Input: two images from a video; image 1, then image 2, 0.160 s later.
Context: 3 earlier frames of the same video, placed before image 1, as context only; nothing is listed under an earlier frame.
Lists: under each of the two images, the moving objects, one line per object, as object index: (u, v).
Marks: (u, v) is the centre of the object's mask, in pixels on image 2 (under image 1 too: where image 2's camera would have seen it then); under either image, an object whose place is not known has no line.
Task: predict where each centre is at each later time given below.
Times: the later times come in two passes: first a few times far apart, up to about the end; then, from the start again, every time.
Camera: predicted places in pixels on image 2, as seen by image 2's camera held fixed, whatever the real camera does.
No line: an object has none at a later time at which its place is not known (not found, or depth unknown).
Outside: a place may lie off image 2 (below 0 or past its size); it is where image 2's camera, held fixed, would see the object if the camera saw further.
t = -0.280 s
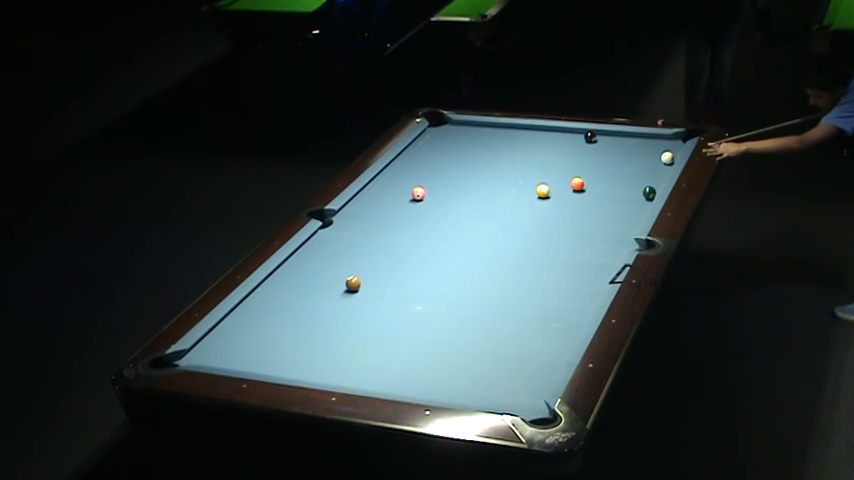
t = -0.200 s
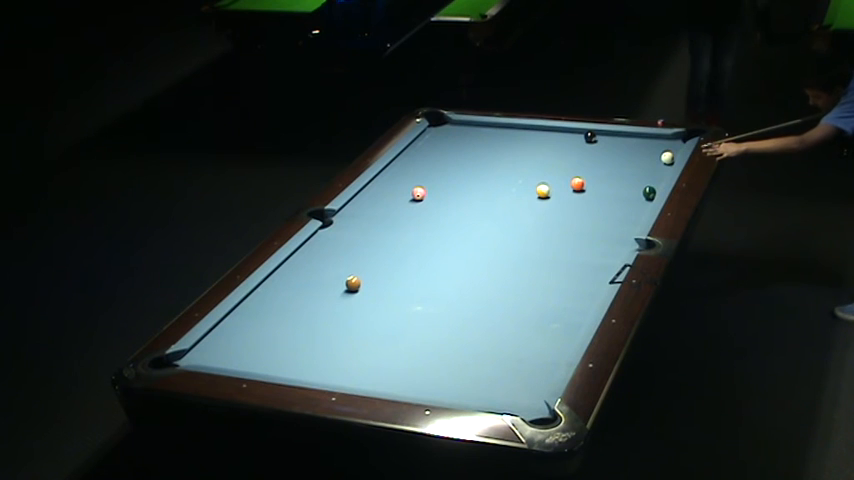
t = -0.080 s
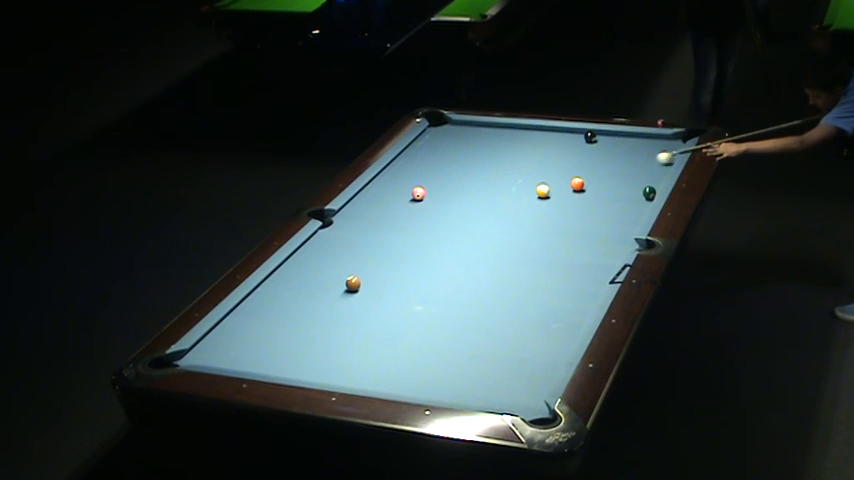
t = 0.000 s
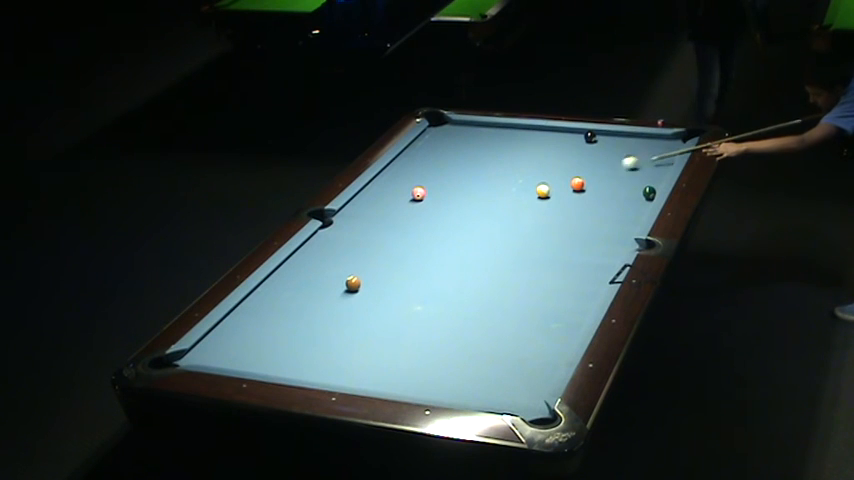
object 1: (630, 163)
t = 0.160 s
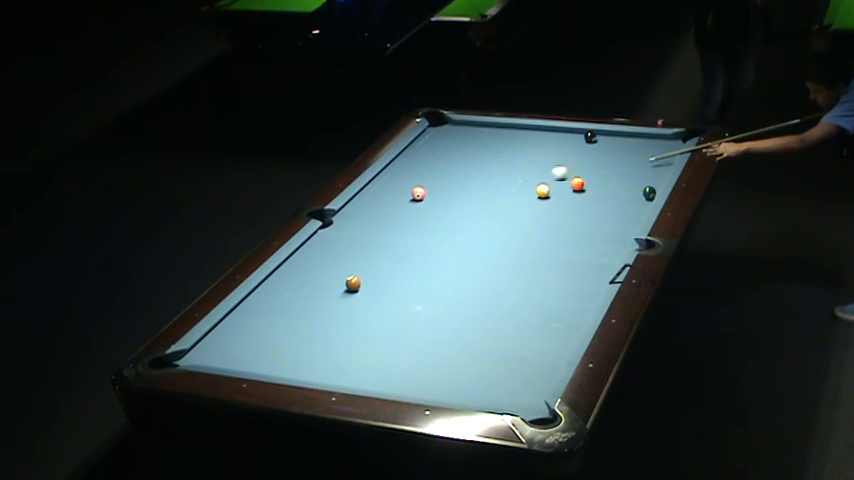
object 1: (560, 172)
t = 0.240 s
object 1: (524, 177)
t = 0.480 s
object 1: (428, 189)
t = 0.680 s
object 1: (404, 186)
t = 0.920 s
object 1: (373, 183)
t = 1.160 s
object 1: (393, 184)
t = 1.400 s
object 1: (411, 186)
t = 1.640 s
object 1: (428, 187)
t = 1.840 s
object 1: (442, 188)
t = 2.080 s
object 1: (458, 189)
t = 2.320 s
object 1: (473, 190)
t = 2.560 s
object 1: (487, 191)
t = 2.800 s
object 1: (500, 193)
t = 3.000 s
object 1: (510, 193)
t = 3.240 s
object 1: (521, 194)
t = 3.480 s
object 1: (531, 195)
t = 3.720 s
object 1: (541, 196)
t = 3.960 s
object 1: (550, 197)
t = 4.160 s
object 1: (556, 197)
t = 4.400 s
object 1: (563, 197)
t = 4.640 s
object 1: (569, 199)
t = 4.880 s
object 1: (574, 199)
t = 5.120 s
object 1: (578, 199)
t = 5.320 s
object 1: (581, 199)
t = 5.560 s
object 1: (583, 199)
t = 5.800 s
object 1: (585, 199)
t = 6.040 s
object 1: (585, 199)
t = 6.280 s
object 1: (585, 199)
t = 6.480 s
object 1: (585, 199)
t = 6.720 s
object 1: (585, 199)
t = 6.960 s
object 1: (585, 199)
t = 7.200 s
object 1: (585, 199)
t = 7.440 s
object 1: (585, 199)
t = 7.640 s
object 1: (585, 199)
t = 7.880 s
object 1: (585, 199)
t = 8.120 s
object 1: (585, 199)
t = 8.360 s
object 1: (585, 199)
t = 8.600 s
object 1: (585, 199)
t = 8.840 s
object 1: (585, 199)
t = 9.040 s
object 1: (585, 199)
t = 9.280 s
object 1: (585, 200)
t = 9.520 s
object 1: (585, 200)
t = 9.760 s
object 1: (585, 200)
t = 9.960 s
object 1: (588, 199)
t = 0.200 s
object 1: (542, 175)
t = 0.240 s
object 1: (524, 177)
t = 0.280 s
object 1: (507, 180)
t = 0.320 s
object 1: (489, 182)
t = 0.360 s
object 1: (471, 184)
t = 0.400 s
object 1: (453, 187)
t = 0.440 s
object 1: (435, 189)
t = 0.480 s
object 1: (428, 189)
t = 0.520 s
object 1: (424, 188)
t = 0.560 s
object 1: (420, 187)
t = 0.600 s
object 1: (415, 187)
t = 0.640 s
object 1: (409, 186)
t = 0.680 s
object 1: (404, 186)
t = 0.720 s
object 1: (398, 185)
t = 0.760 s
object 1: (393, 185)
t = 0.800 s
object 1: (387, 184)
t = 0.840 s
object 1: (382, 184)
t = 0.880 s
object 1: (375, 183)
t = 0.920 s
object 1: (373, 183)
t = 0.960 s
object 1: (377, 183)
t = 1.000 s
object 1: (380, 183)
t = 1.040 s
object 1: (383, 184)
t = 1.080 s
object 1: (386, 184)
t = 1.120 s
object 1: (389, 184)
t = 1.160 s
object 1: (393, 184)
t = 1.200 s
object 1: (396, 184)
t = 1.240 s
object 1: (399, 185)
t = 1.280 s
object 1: (402, 185)
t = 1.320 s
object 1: (405, 185)
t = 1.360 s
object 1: (408, 185)
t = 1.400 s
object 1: (411, 186)
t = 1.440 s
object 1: (413, 186)
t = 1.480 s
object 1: (416, 186)
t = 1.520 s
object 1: (420, 186)
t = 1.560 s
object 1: (422, 187)
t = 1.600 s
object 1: (425, 187)
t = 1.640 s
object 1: (428, 187)
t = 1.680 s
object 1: (431, 187)
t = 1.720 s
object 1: (434, 187)
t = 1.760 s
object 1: (437, 188)
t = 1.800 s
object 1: (439, 188)
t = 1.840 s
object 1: (442, 188)
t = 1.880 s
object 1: (445, 188)
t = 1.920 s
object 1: (447, 188)
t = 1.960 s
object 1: (450, 188)
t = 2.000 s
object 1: (453, 189)
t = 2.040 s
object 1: (455, 189)
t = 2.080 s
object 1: (458, 189)
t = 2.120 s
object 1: (460, 189)
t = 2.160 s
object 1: (463, 189)
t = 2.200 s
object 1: (465, 190)
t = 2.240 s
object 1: (468, 190)
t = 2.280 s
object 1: (470, 190)
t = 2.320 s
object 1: (473, 190)
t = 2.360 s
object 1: (475, 191)
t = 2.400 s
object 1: (478, 191)
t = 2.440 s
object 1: (480, 191)
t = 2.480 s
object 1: (482, 191)
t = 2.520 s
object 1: (484, 191)
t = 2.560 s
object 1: (487, 191)
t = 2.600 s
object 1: (489, 191)
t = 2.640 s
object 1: (491, 192)
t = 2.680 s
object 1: (493, 192)
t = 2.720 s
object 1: (495, 192)
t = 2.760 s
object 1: (498, 192)
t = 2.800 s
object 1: (500, 193)
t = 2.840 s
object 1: (502, 193)
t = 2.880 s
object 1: (504, 193)
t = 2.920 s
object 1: (506, 193)
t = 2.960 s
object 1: (508, 193)
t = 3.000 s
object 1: (510, 193)
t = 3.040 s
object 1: (512, 193)
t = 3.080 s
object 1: (513, 193)
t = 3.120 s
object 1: (515, 194)
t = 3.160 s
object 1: (517, 194)
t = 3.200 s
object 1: (519, 194)
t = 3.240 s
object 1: (521, 194)
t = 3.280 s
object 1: (523, 194)
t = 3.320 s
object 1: (524, 195)
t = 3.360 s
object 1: (526, 195)
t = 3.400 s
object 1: (528, 195)
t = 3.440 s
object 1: (529, 195)
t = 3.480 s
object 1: (531, 195)
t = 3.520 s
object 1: (533, 195)
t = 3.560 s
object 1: (534, 195)
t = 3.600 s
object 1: (536, 196)
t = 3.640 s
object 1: (538, 196)
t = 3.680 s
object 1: (539, 196)
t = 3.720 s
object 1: (541, 196)
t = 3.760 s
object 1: (543, 196)
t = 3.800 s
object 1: (544, 196)
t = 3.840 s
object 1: (546, 197)
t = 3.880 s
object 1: (547, 196)
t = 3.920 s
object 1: (549, 197)
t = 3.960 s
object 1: (550, 197)
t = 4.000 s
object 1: (551, 197)
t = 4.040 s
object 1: (552, 196)
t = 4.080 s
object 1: (554, 197)
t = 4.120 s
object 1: (555, 197)
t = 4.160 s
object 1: (556, 197)
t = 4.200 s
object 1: (557, 197)
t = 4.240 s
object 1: (558, 197)
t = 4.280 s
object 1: (560, 197)
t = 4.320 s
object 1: (561, 197)
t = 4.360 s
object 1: (562, 198)
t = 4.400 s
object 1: (563, 197)
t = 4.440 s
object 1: (564, 198)
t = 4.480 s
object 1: (565, 198)
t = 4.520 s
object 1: (566, 198)
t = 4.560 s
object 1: (567, 198)
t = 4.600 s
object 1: (568, 198)
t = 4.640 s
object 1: (569, 199)
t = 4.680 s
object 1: (570, 199)
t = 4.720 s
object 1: (571, 199)
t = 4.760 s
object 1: (571, 199)
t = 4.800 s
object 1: (572, 199)
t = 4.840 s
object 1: (573, 199)
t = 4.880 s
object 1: (574, 199)
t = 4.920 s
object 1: (574, 199)
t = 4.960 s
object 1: (575, 199)
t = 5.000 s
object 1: (576, 199)
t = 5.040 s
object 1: (577, 199)
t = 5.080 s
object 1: (577, 199)
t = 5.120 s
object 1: (578, 199)
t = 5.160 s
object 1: (579, 199)
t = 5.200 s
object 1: (579, 199)
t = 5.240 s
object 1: (580, 199)
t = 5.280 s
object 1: (580, 199)
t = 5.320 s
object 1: (581, 199)
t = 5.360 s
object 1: (581, 199)
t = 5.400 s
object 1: (582, 199)
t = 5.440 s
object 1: (582, 199)
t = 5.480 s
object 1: (582, 200)
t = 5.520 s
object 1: (583, 199)
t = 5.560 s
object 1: (583, 199)
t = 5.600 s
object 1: (583, 199)
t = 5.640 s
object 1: (584, 199)
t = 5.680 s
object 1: (584, 199)
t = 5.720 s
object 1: (584, 199)
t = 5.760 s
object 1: (584, 199)
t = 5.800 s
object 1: (585, 199)
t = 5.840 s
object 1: (585, 199)
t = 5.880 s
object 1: (585, 199)
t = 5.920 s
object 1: (585, 199)
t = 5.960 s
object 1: (585, 199)
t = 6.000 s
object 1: (585, 199)
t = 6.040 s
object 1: (585, 199)
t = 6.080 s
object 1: (585, 199)
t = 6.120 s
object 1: (585, 199)
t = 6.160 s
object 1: (585, 199)
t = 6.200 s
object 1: (585, 199)
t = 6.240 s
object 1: (585, 199)
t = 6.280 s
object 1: (585, 199)
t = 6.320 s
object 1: (585, 199)
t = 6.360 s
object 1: (585, 199)
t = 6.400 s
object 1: (585, 199)
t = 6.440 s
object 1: (585, 199)
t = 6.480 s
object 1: (585, 199)
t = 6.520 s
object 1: (585, 199)
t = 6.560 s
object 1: (585, 199)
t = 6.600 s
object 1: (585, 199)
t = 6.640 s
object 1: (585, 199)
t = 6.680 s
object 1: (585, 199)
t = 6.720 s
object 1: (585, 199)
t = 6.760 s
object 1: (585, 199)
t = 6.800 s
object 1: (585, 199)
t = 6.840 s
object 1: (585, 199)
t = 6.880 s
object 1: (585, 199)
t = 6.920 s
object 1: (585, 199)
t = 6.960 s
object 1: (585, 199)
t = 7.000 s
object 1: (585, 199)
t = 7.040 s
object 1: (585, 199)
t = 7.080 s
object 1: (585, 199)
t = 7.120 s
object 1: (585, 199)
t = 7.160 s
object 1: (585, 199)
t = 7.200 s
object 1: (585, 199)
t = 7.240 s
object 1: (585, 199)
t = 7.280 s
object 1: (585, 199)
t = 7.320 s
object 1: (585, 199)
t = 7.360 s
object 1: (585, 199)
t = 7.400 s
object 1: (585, 199)
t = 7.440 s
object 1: (585, 199)
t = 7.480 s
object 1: (585, 199)
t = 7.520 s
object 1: (585, 199)
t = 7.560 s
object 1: (585, 199)
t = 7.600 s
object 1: (585, 199)
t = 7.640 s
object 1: (585, 199)
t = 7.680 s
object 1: (585, 199)
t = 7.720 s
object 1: (585, 199)
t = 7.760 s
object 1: (585, 199)
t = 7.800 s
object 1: (585, 199)
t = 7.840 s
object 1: (585, 199)
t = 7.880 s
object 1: (585, 199)
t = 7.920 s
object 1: (585, 199)
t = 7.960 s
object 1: (585, 199)
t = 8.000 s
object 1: (585, 199)
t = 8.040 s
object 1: (585, 199)
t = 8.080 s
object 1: (585, 199)
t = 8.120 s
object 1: (585, 199)
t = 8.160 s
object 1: (585, 199)
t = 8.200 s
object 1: (585, 199)
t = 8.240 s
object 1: (585, 199)
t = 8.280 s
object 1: (585, 199)
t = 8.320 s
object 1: (585, 199)
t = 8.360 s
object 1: (585, 199)
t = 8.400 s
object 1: (585, 199)
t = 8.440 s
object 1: (585, 199)
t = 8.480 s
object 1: (585, 199)
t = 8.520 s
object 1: (585, 199)
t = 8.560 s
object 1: (585, 199)
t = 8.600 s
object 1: (585, 199)
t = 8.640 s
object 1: (585, 199)
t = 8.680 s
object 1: (585, 199)
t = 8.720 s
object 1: (585, 199)
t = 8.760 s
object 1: (585, 199)
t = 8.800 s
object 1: (585, 199)
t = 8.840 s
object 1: (585, 199)
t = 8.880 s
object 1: (585, 199)
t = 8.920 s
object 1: (585, 199)
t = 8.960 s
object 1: (585, 199)
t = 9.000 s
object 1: (585, 199)
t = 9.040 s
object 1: (585, 199)
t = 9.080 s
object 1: (585, 199)
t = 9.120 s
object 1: (585, 199)
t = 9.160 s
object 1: (585, 200)
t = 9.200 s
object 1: (585, 199)
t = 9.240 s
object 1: (585, 200)
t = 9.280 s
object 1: (585, 200)
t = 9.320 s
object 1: (585, 200)
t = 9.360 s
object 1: (585, 200)
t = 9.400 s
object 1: (585, 199)
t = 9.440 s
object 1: (585, 199)
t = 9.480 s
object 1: (585, 200)
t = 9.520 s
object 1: (585, 200)
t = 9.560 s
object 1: (585, 199)
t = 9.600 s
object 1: (585, 200)
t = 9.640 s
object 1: (585, 200)
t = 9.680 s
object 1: (585, 199)
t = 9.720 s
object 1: (585, 200)
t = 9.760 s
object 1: (585, 200)
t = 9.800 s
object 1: (585, 200)
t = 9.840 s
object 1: (585, 200)
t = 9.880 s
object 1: (585, 200)
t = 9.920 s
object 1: (585, 199)
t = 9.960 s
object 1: (588, 199)
